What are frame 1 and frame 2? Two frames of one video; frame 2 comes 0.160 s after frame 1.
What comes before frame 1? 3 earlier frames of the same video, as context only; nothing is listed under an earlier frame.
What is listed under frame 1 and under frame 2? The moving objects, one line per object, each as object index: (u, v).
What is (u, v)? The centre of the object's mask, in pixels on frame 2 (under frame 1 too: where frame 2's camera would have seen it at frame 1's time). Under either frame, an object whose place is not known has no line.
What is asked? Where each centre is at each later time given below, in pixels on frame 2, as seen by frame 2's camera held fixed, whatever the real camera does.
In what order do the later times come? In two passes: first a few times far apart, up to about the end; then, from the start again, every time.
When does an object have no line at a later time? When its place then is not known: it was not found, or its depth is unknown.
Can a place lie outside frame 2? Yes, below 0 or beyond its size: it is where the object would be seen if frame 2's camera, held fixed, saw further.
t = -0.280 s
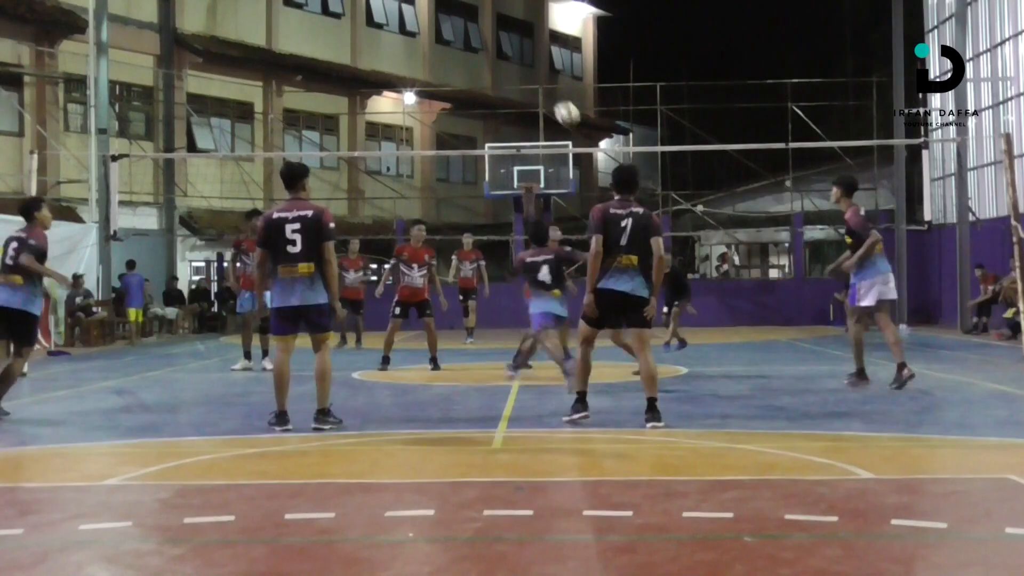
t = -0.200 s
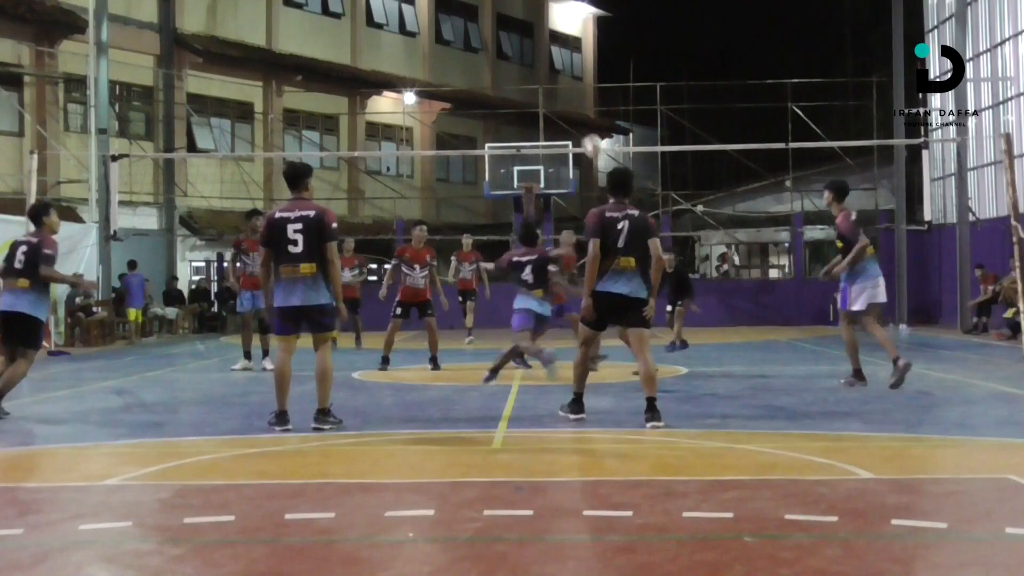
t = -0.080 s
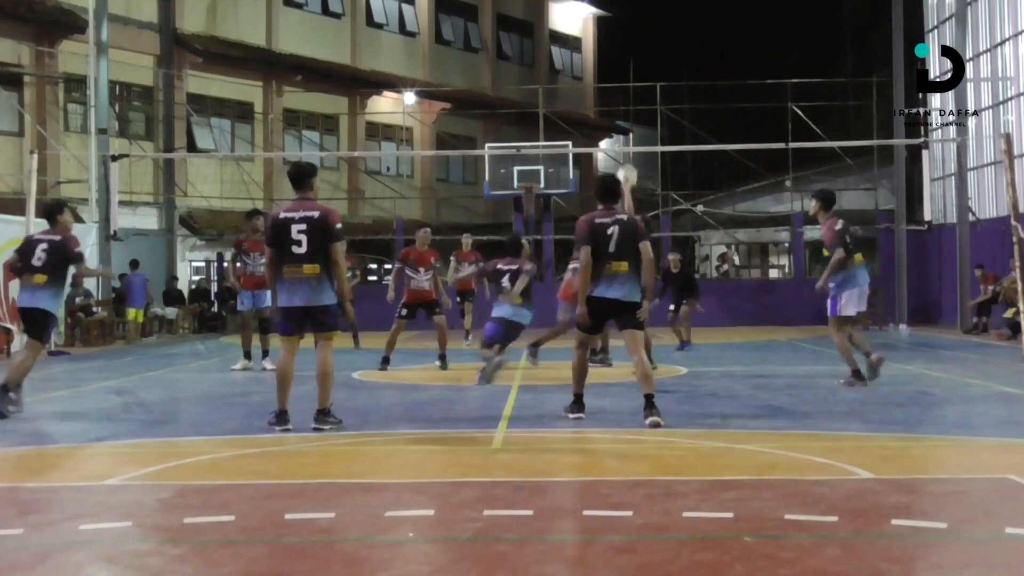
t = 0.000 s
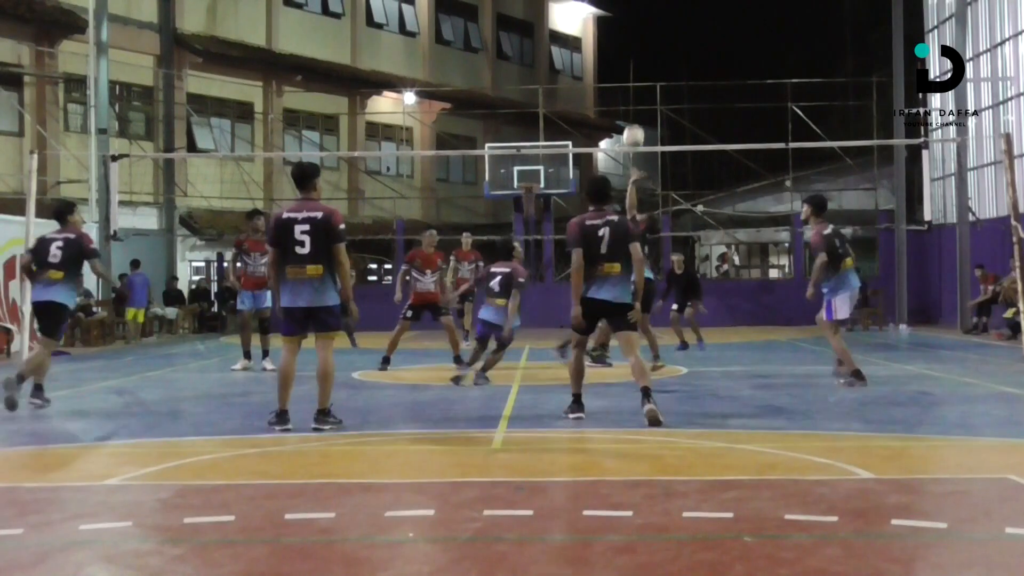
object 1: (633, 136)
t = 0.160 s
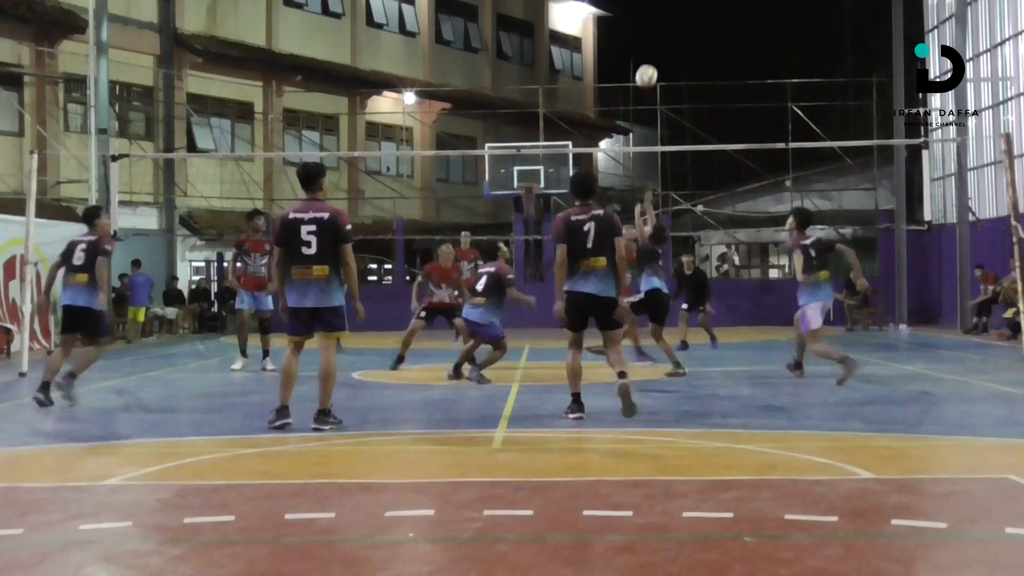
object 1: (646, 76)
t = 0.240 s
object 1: (653, 55)
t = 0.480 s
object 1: (674, 32)
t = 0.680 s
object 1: (691, 53)
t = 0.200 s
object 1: (650, 65)
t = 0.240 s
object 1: (653, 55)
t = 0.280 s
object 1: (657, 48)
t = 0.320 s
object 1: (660, 41)
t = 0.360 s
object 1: (663, 37)
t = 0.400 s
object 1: (667, 34)
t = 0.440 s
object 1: (670, 32)
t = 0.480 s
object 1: (674, 32)
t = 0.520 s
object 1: (677, 34)
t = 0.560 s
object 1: (680, 36)
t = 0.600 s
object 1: (684, 41)
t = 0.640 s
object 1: (687, 46)
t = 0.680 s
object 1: (691, 53)
